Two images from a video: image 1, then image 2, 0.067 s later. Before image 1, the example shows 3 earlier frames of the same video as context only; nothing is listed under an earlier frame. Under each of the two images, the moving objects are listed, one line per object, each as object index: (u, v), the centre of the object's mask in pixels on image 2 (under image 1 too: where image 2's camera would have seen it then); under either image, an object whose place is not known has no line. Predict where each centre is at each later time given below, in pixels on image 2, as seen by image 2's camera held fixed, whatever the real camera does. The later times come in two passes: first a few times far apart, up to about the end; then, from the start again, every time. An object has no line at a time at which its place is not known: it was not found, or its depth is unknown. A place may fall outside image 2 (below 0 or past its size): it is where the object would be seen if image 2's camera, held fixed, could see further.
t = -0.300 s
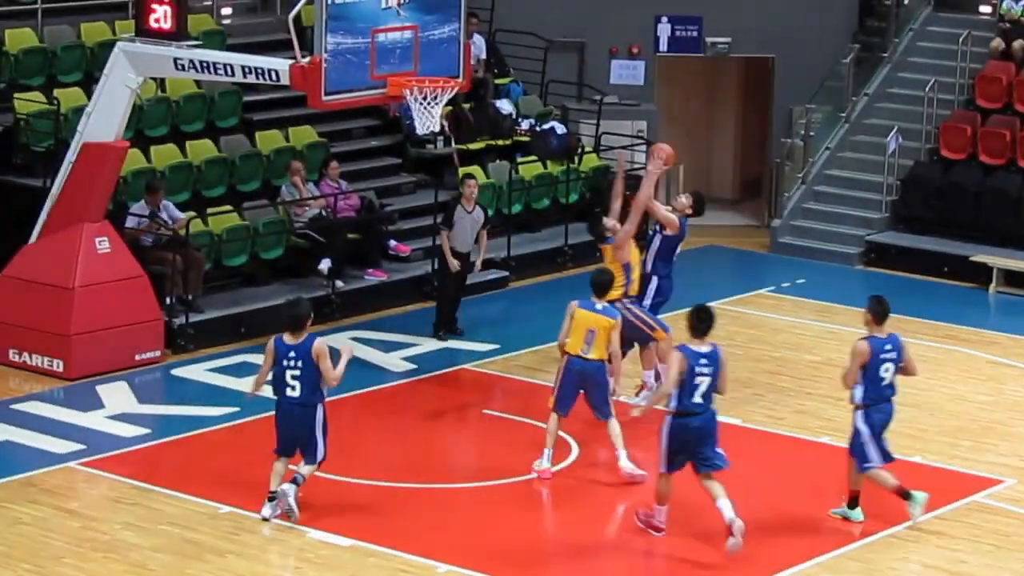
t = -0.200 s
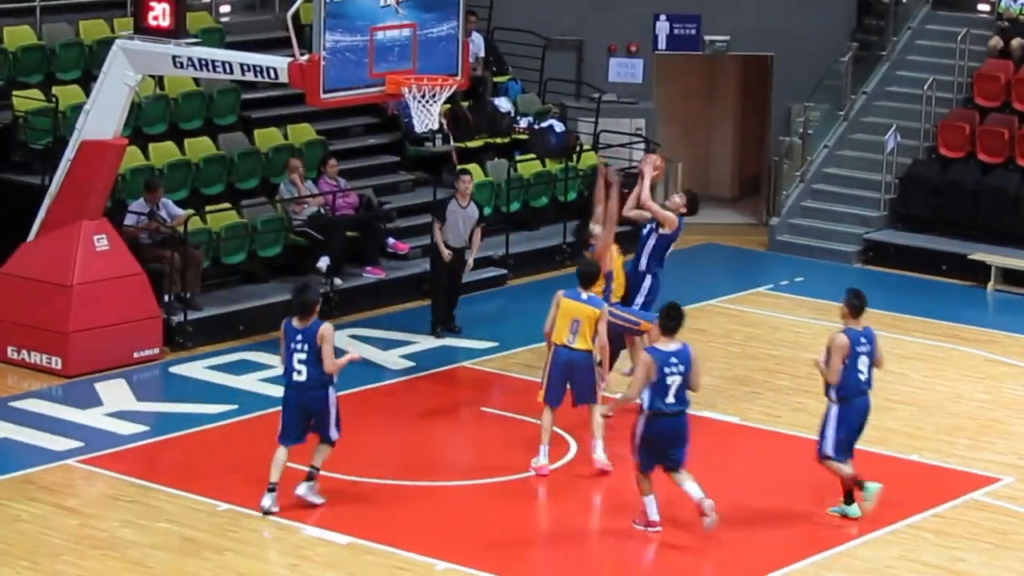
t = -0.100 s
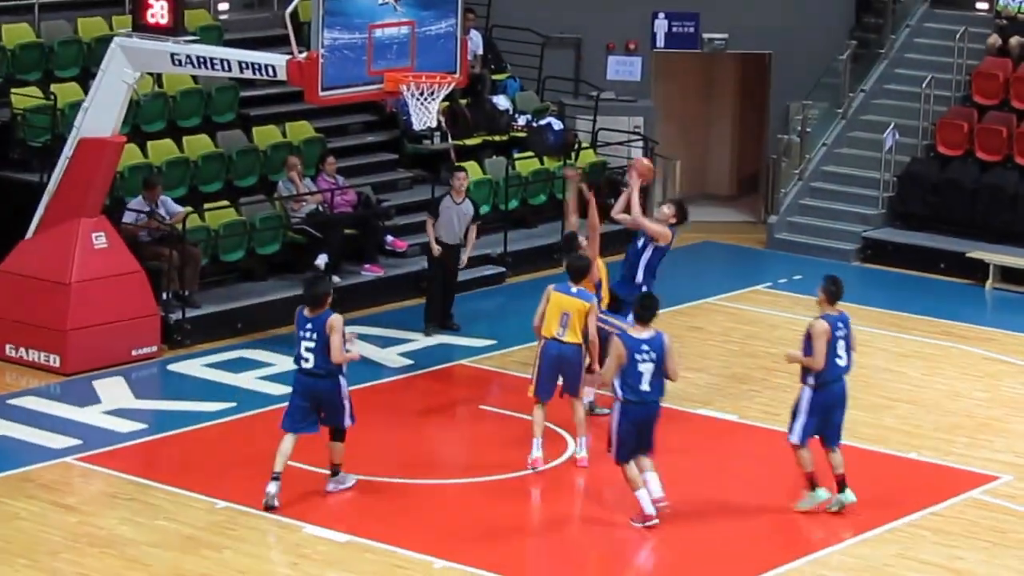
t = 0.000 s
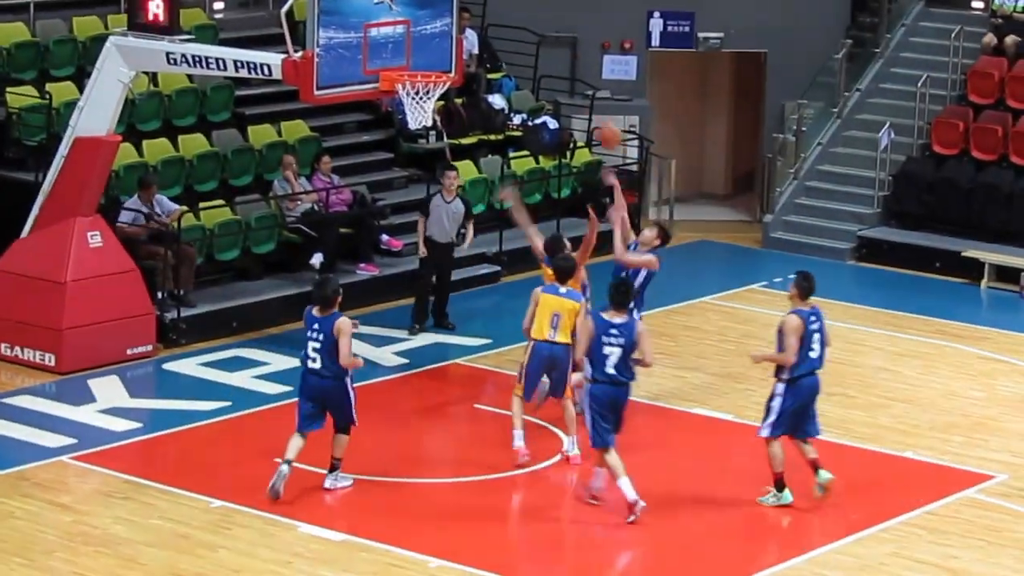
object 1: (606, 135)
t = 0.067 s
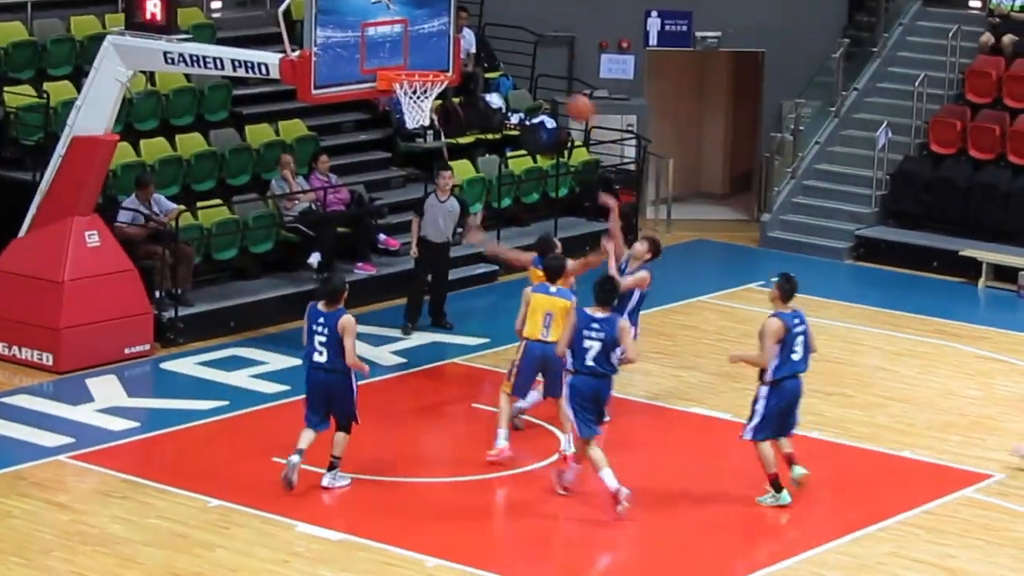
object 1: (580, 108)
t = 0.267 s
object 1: (499, 60)
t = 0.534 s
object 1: (421, 51)
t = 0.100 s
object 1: (567, 97)
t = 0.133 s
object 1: (553, 88)
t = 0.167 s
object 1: (540, 79)
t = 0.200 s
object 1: (527, 72)
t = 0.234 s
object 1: (513, 65)
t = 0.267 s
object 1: (499, 60)
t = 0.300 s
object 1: (485, 58)
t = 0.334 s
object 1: (472, 55)
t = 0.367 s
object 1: (458, 55)
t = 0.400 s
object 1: (441, 53)
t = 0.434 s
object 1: (428, 55)
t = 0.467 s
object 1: (417, 57)
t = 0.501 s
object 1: (418, 57)
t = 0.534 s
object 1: (421, 51)
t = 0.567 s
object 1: (423, 45)
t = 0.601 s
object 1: (426, 40)
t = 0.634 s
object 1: (429, 36)
